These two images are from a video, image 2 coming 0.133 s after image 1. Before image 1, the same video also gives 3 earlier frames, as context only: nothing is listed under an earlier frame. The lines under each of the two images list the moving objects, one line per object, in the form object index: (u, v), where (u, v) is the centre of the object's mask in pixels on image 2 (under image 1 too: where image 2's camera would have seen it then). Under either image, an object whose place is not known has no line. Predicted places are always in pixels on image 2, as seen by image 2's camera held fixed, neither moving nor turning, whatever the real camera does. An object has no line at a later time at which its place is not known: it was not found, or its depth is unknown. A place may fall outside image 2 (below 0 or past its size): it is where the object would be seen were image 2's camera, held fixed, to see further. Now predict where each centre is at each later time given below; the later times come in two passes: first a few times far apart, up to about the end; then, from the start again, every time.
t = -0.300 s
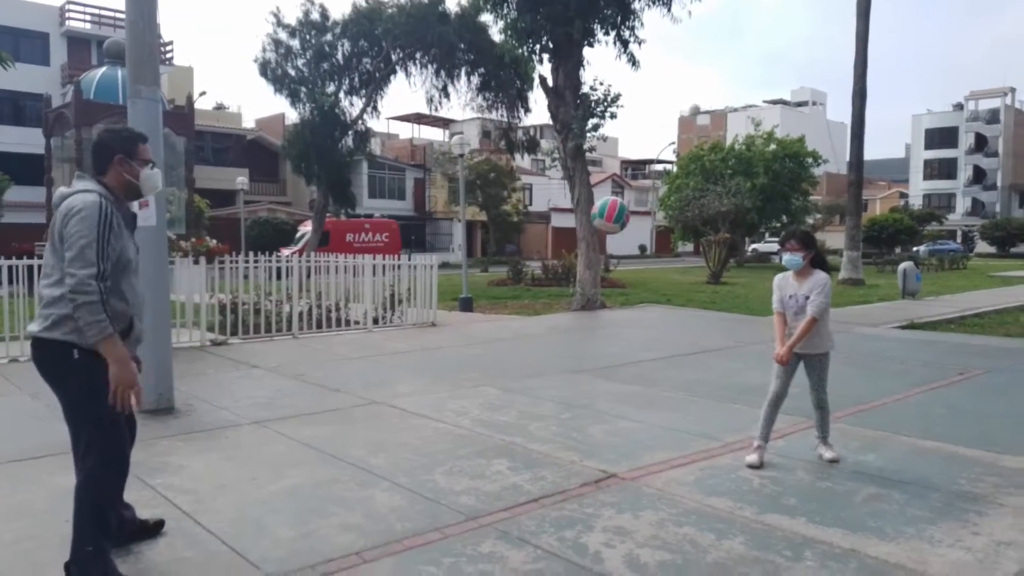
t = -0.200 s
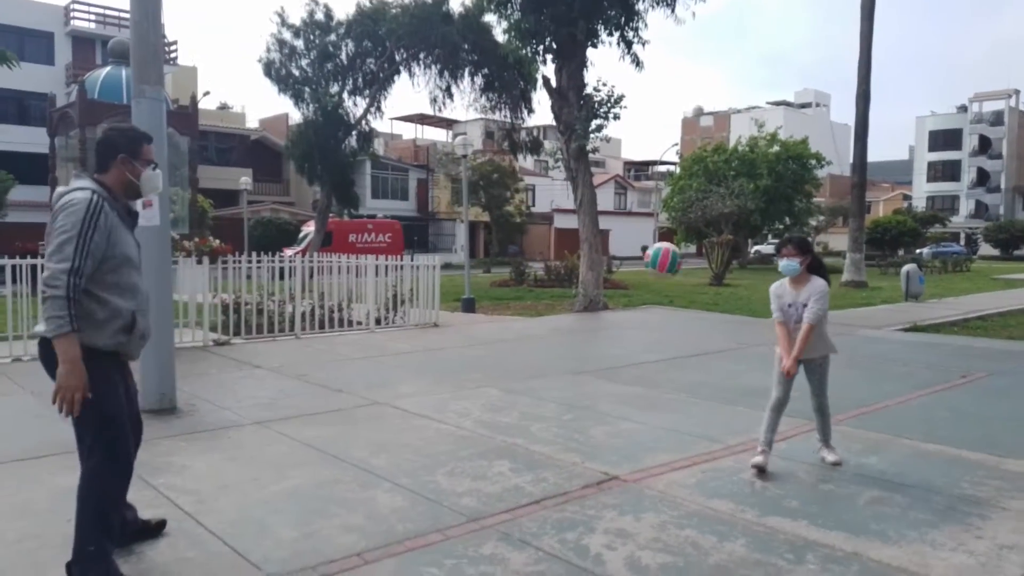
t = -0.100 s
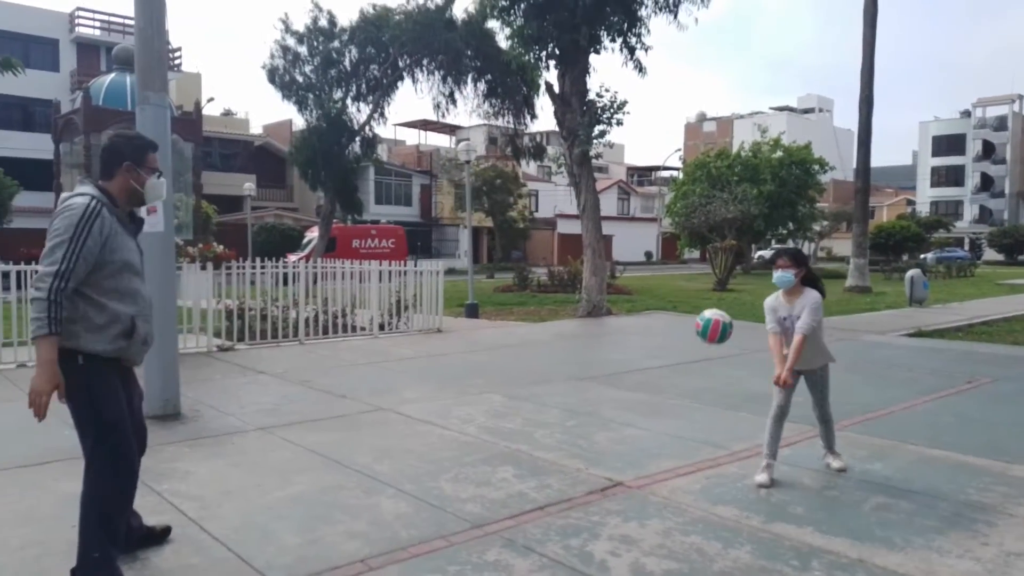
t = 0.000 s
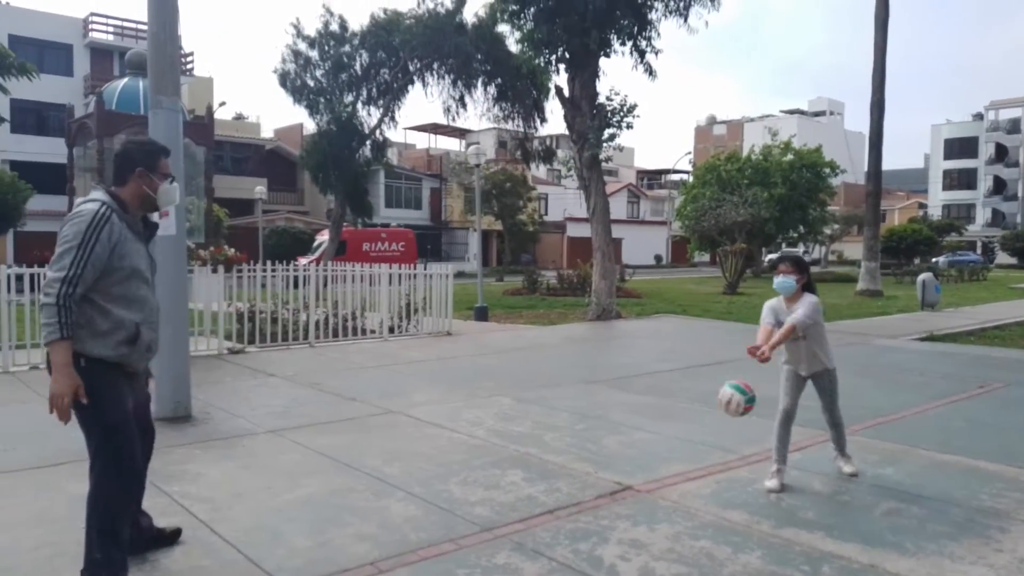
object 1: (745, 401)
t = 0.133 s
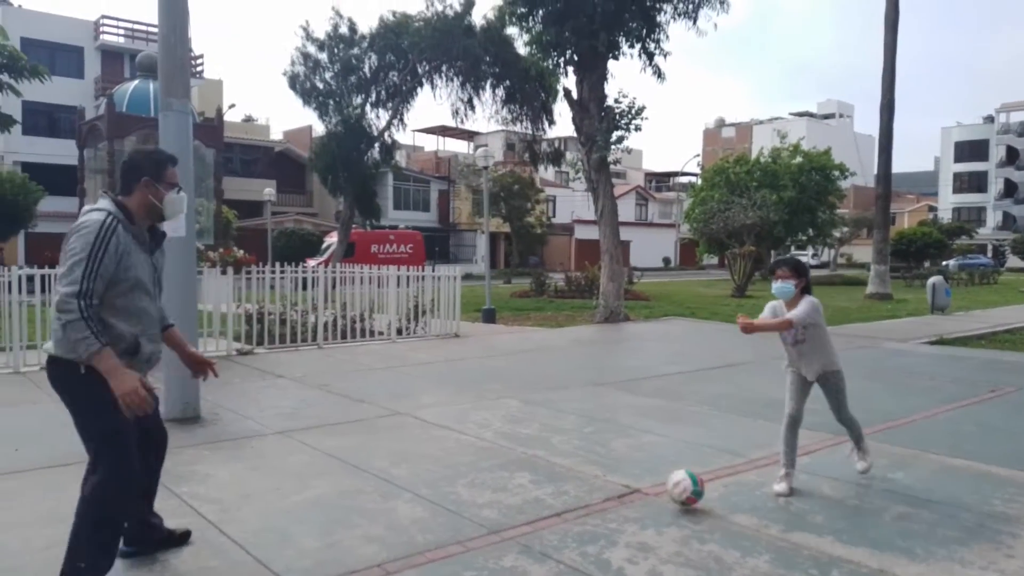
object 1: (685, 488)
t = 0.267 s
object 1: (626, 406)
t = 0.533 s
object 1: (499, 342)
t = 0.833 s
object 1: (347, 446)
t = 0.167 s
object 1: (671, 465)
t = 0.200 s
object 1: (656, 443)
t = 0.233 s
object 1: (641, 424)
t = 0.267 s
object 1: (626, 406)
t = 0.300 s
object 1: (610, 390)
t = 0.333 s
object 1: (595, 377)
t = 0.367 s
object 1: (578, 366)
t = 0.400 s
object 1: (563, 357)
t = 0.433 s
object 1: (547, 350)
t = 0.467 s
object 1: (531, 345)
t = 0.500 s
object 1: (516, 342)
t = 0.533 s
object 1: (499, 342)
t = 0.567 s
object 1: (482, 343)
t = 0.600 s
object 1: (465, 348)
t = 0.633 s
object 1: (449, 355)
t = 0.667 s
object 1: (432, 364)
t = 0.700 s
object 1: (415, 376)
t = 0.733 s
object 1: (399, 390)
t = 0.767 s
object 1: (382, 406)
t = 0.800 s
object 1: (364, 424)
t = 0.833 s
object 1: (347, 446)
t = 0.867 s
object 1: (330, 470)
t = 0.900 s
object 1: (314, 495)
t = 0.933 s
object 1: (297, 516)
